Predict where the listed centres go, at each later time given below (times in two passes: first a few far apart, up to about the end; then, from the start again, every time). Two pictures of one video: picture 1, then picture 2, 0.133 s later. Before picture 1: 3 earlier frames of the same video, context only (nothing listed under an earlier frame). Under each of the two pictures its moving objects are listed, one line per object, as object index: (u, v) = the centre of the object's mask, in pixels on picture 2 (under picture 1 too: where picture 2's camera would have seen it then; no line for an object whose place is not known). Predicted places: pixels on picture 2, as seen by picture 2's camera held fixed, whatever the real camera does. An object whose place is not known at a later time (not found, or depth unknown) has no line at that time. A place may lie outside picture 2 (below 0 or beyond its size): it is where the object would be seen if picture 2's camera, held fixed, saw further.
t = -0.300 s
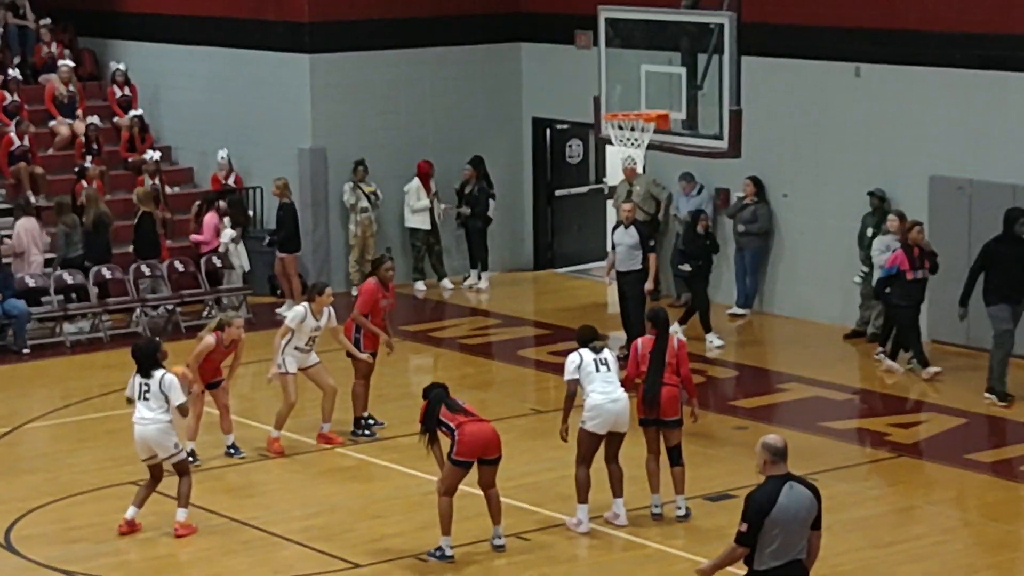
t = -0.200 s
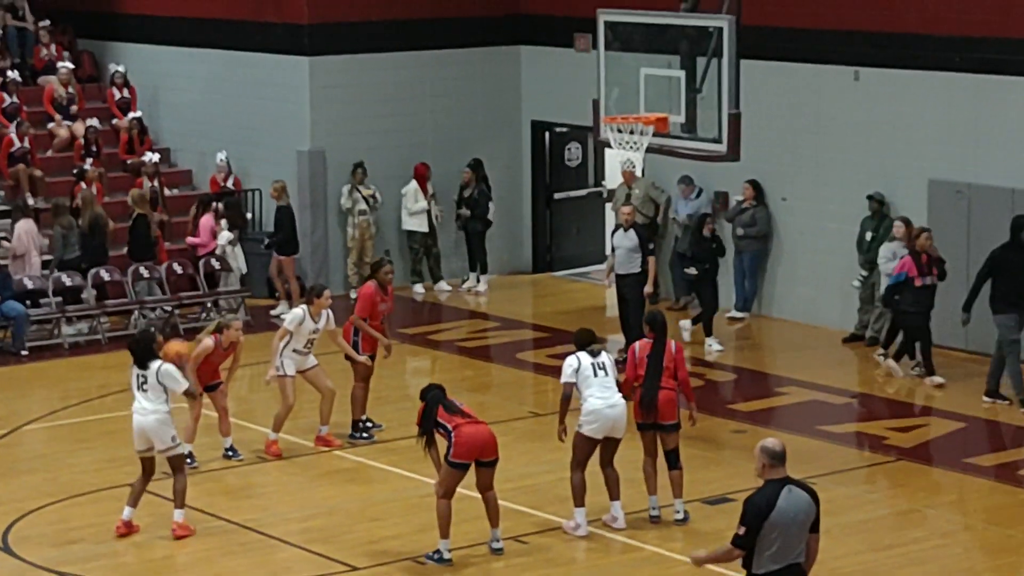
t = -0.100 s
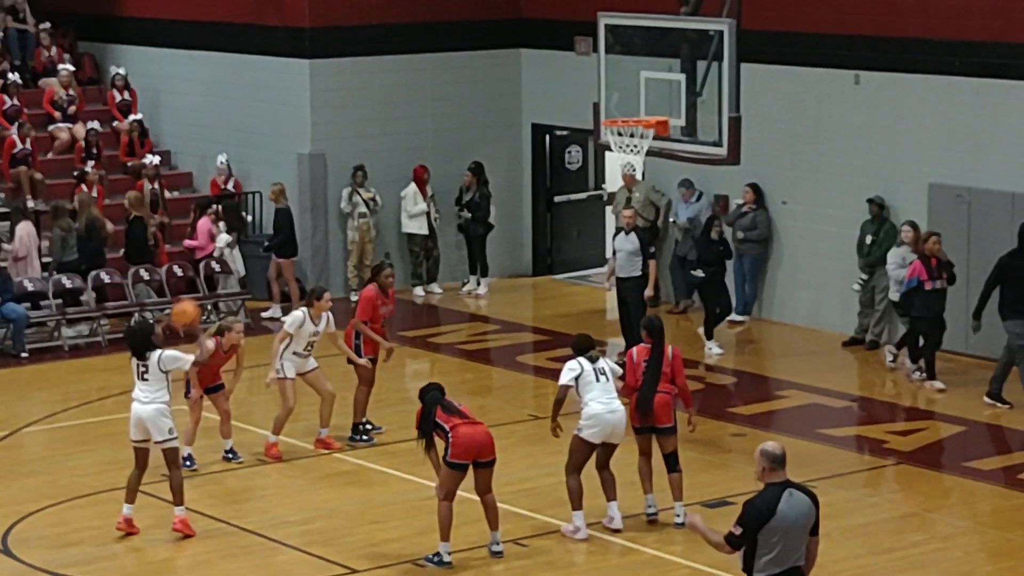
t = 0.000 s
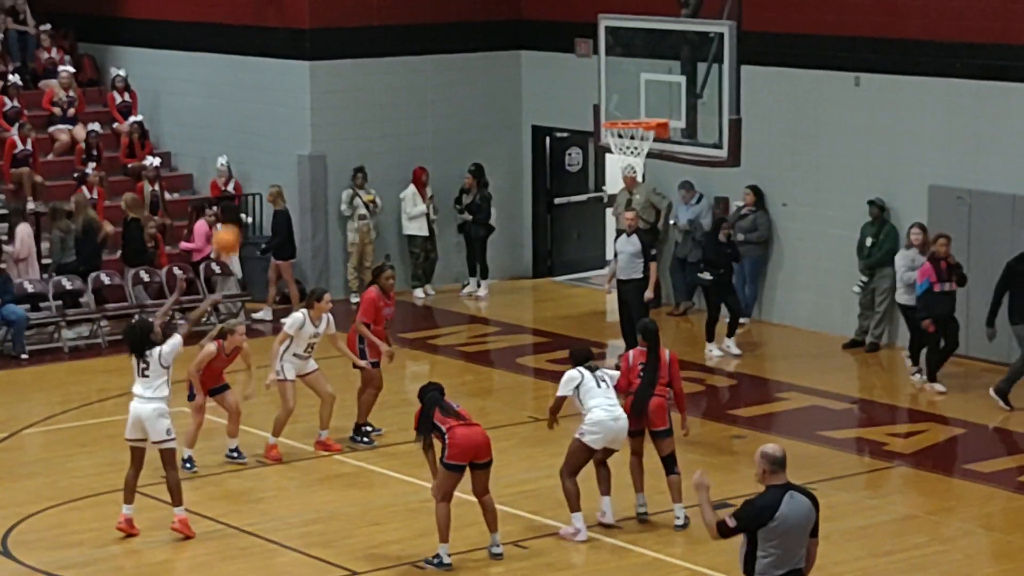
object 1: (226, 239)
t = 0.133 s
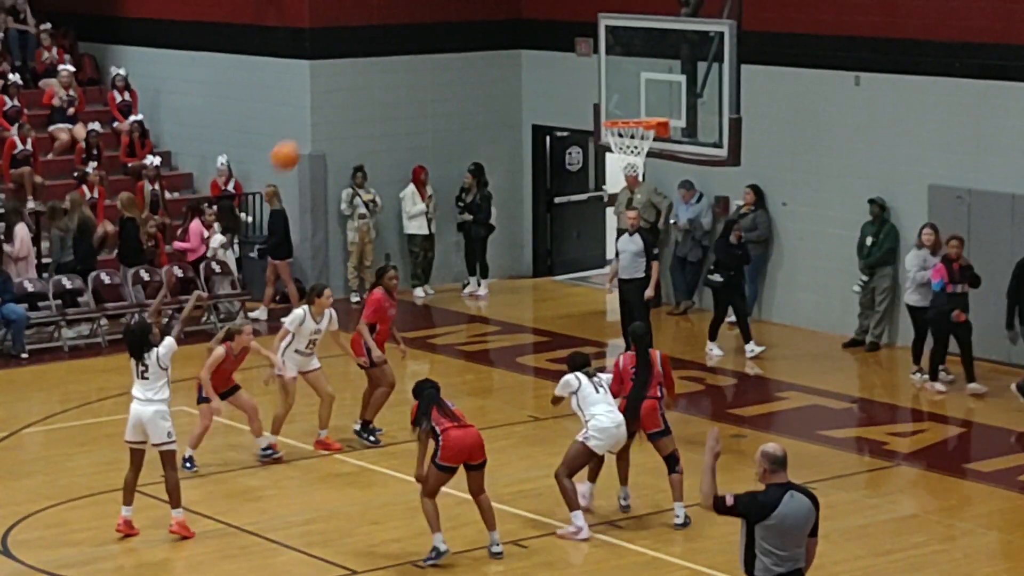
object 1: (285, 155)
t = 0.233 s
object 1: (329, 107)
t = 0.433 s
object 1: (414, 47)
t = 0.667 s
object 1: (509, 37)
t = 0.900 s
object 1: (599, 86)
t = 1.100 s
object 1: (640, 160)
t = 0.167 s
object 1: (300, 138)
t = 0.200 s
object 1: (314, 122)
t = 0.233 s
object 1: (329, 107)
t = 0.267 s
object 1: (343, 94)
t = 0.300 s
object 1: (358, 81)
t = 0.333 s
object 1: (372, 71)
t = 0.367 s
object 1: (386, 61)
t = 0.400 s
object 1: (400, 53)
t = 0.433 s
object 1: (414, 47)
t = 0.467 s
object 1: (428, 42)
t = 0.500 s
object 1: (442, 38)
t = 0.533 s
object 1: (455, 36)
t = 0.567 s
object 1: (469, 34)
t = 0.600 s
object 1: (483, 34)
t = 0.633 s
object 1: (496, 35)
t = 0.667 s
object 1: (509, 37)
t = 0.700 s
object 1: (522, 40)
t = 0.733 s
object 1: (535, 45)
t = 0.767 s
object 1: (548, 50)
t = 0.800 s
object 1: (561, 58)
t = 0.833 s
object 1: (574, 66)
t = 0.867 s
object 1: (586, 76)
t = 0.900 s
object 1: (599, 86)
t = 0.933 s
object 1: (611, 97)
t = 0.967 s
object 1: (623, 110)
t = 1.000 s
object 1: (635, 123)
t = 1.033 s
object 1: (638, 138)
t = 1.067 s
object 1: (641, 150)
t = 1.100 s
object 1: (640, 160)
